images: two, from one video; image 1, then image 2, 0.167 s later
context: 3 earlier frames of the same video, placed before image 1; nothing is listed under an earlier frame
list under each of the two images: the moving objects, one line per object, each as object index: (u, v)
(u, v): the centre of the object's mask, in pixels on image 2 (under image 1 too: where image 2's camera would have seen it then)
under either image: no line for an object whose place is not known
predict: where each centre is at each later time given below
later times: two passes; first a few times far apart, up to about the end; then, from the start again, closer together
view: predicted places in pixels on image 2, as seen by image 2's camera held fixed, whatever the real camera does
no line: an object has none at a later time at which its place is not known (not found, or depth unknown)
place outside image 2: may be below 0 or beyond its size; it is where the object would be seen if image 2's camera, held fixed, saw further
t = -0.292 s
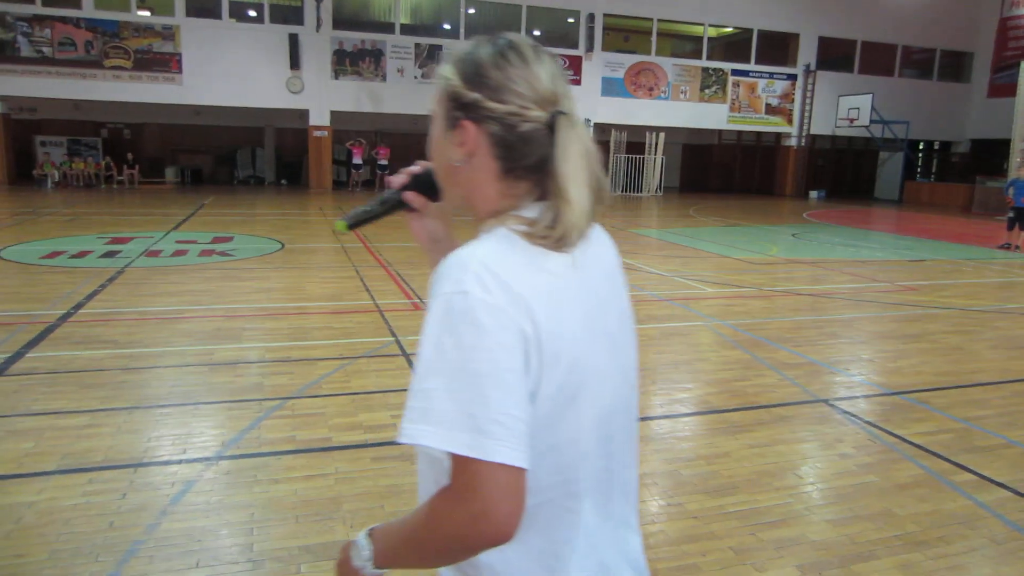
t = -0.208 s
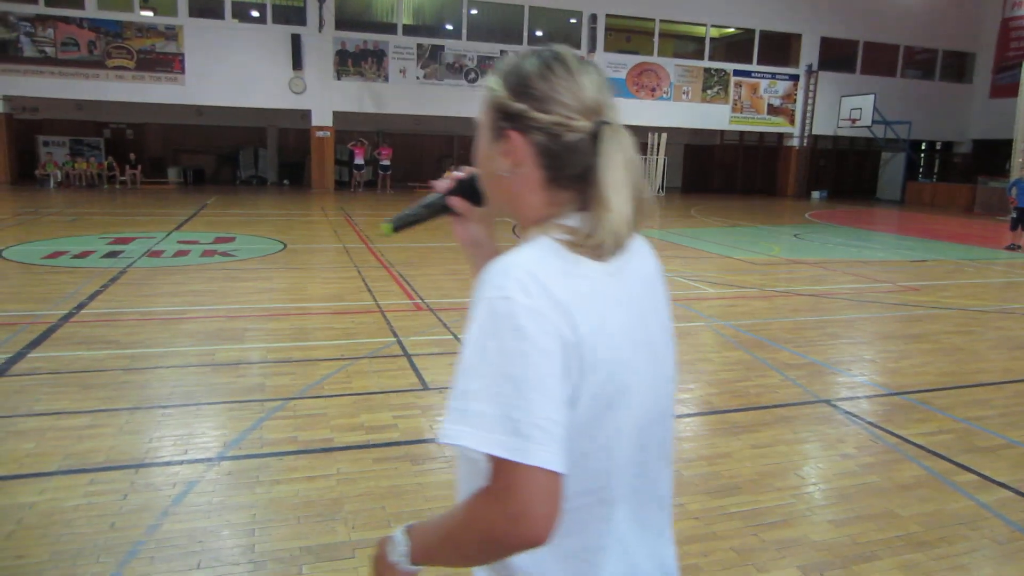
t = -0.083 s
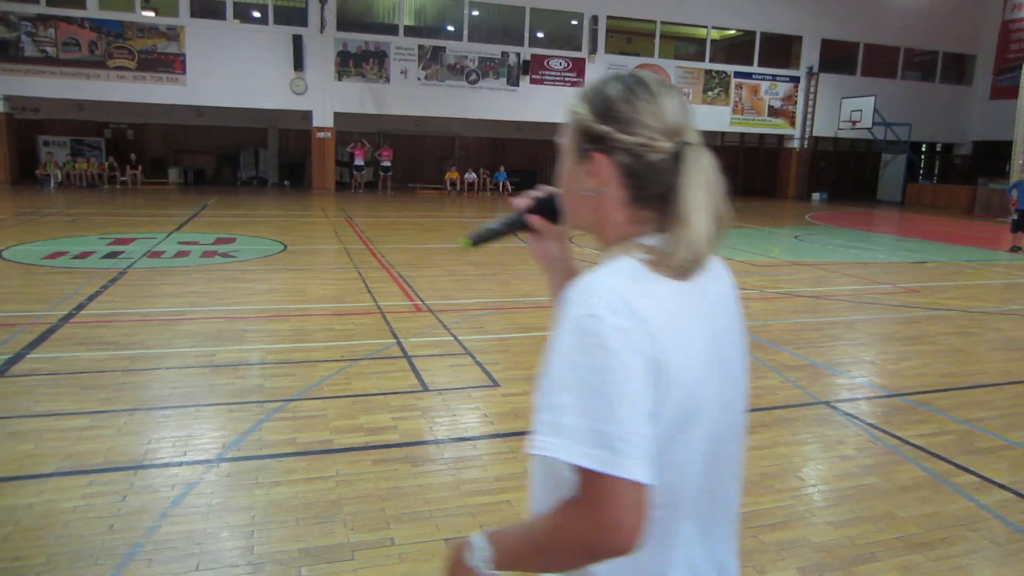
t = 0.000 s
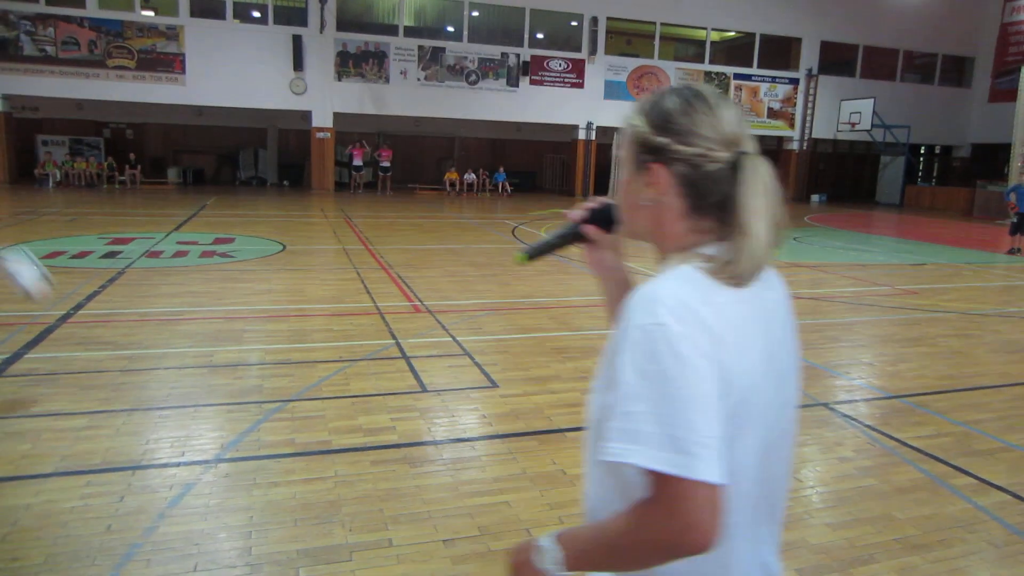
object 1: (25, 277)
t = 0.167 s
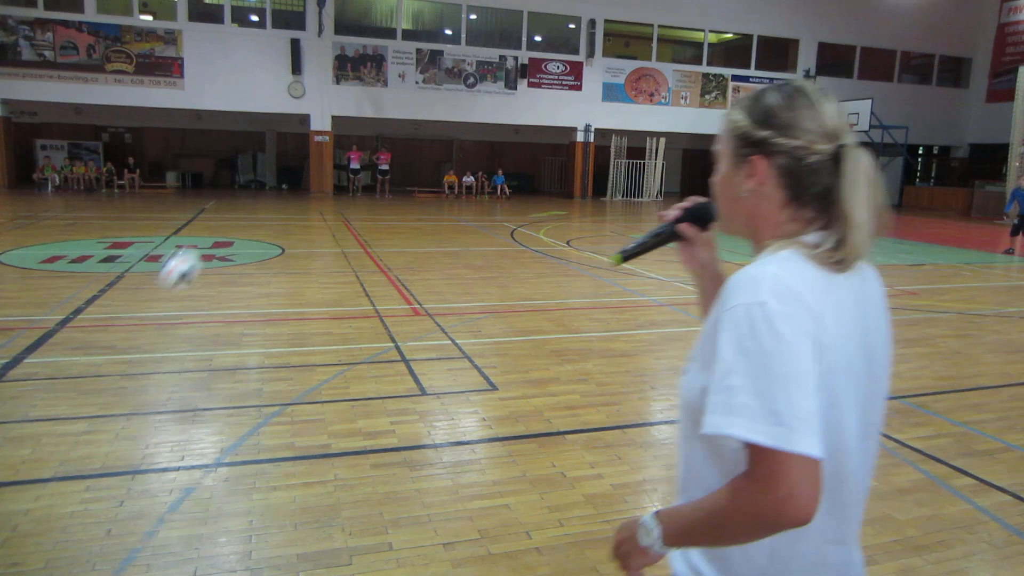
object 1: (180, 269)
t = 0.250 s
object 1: (243, 194)
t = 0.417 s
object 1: (373, 79)
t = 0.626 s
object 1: (540, 4)
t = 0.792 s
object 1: (667, -1)
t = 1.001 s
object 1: (811, 44)
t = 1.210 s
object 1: (938, 159)
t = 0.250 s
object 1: (243, 194)
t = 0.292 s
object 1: (275, 163)
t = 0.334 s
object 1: (307, 133)
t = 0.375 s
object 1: (340, 105)
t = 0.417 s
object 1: (373, 79)
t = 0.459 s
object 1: (409, 58)
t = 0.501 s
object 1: (440, 39)
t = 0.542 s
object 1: (473, 23)
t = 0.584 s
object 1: (506, 11)
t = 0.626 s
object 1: (540, 4)
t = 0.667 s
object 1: (572, 0)
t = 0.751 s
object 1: (638, -2)
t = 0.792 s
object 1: (667, -1)
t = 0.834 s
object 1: (697, 1)
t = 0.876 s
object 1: (727, 5)
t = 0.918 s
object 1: (755, 14)
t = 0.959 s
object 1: (784, 27)
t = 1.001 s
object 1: (811, 44)
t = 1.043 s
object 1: (837, 61)
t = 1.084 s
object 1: (862, 82)
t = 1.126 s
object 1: (886, 106)
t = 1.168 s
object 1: (910, 132)
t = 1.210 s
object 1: (938, 159)
